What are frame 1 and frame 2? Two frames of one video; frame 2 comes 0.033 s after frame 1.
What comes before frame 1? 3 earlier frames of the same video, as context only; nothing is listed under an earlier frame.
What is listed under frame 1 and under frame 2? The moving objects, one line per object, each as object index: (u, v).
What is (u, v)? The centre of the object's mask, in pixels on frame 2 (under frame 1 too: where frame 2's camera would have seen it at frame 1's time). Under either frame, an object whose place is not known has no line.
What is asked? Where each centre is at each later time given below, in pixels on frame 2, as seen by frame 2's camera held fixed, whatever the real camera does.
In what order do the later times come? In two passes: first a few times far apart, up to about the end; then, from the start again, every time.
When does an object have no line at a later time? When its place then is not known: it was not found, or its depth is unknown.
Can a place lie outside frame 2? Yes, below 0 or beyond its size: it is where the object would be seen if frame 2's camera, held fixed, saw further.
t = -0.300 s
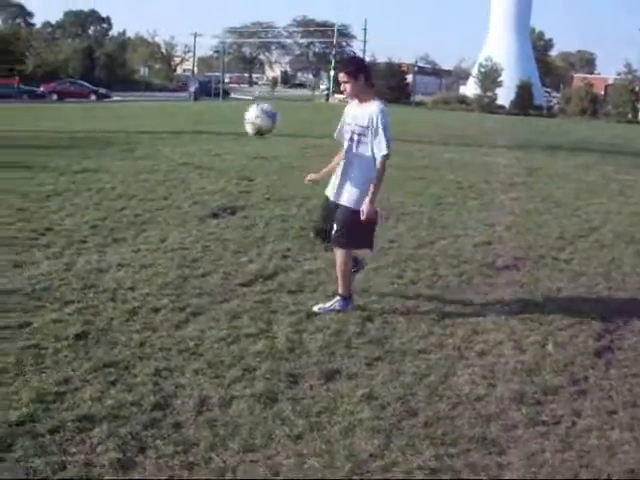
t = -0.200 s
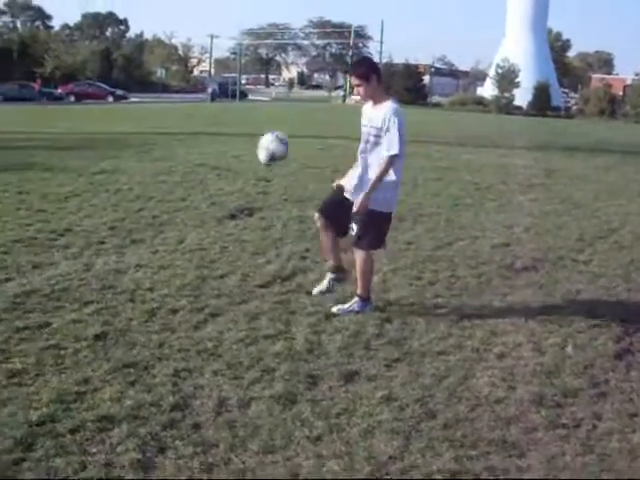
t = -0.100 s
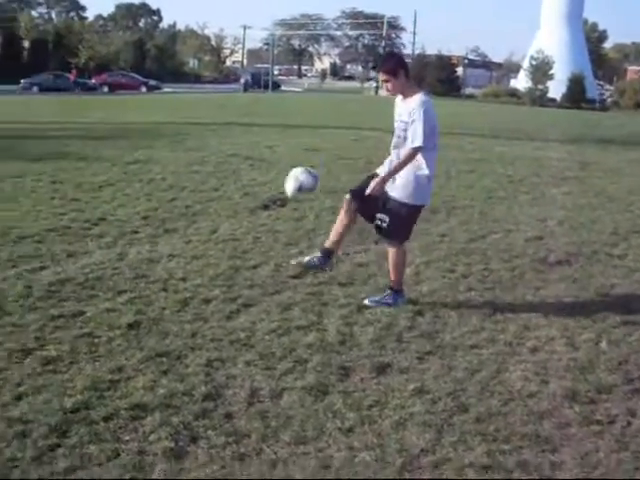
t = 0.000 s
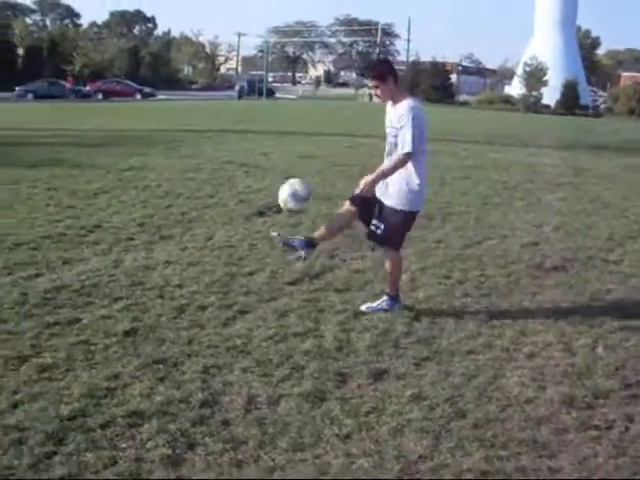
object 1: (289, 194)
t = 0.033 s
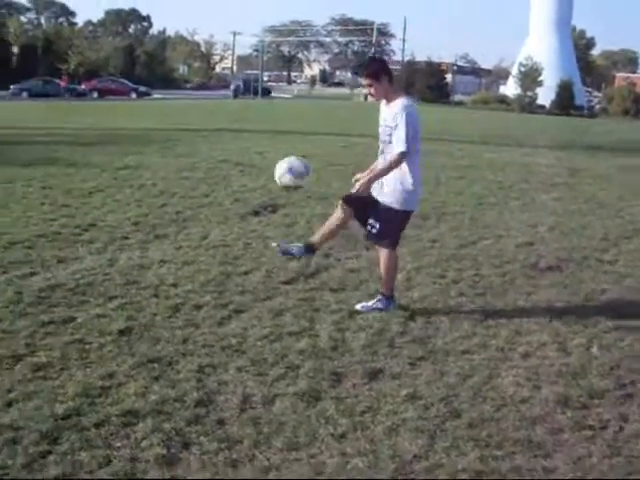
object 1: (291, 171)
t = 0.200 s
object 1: (298, 92)
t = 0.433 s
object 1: (306, 56)
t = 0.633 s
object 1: (307, 92)
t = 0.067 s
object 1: (293, 151)
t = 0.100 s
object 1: (295, 135)
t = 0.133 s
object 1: (296, 118)
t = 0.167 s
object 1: (298, 104)
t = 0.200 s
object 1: (298, 92)
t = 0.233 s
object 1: (300, 81)
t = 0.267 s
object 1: (302, 71)
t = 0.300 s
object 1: (301, 65)
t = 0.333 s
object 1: (303, 60)
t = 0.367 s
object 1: (304, 58)
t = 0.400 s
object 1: (305, 56)
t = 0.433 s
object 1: (306, 56)
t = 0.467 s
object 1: (306, 59)
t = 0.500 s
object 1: (307, 61)
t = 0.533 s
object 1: (308, 68)
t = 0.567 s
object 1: (307, 75)
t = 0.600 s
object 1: (307, 82)
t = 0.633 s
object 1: (307, 92)
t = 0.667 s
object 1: (307, 105)
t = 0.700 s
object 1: (307, 118)
